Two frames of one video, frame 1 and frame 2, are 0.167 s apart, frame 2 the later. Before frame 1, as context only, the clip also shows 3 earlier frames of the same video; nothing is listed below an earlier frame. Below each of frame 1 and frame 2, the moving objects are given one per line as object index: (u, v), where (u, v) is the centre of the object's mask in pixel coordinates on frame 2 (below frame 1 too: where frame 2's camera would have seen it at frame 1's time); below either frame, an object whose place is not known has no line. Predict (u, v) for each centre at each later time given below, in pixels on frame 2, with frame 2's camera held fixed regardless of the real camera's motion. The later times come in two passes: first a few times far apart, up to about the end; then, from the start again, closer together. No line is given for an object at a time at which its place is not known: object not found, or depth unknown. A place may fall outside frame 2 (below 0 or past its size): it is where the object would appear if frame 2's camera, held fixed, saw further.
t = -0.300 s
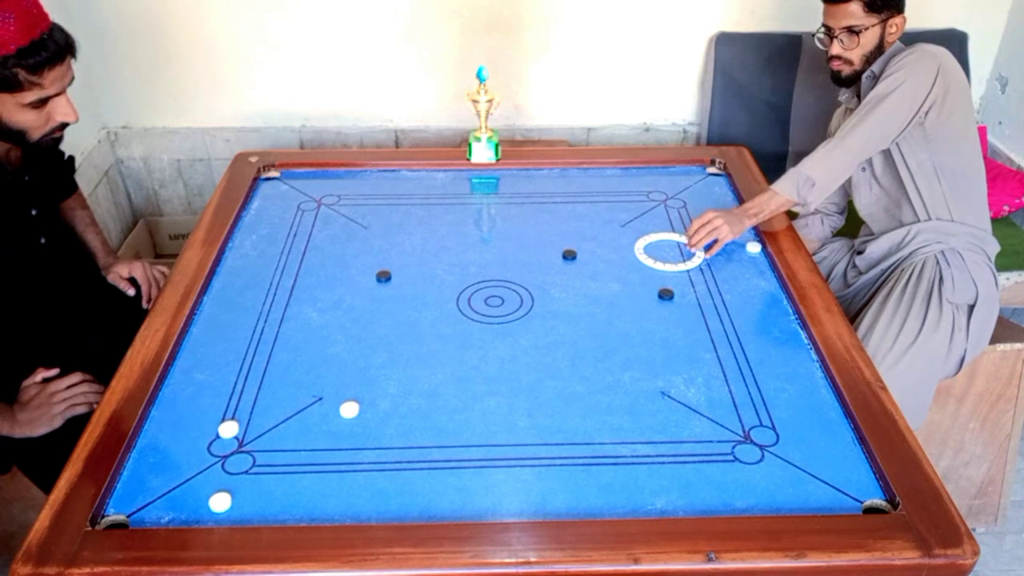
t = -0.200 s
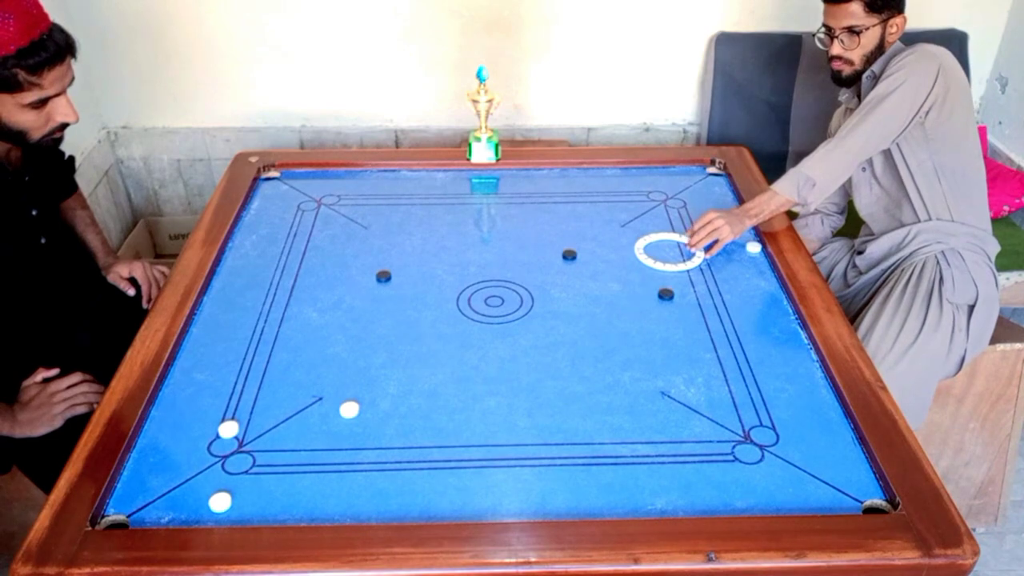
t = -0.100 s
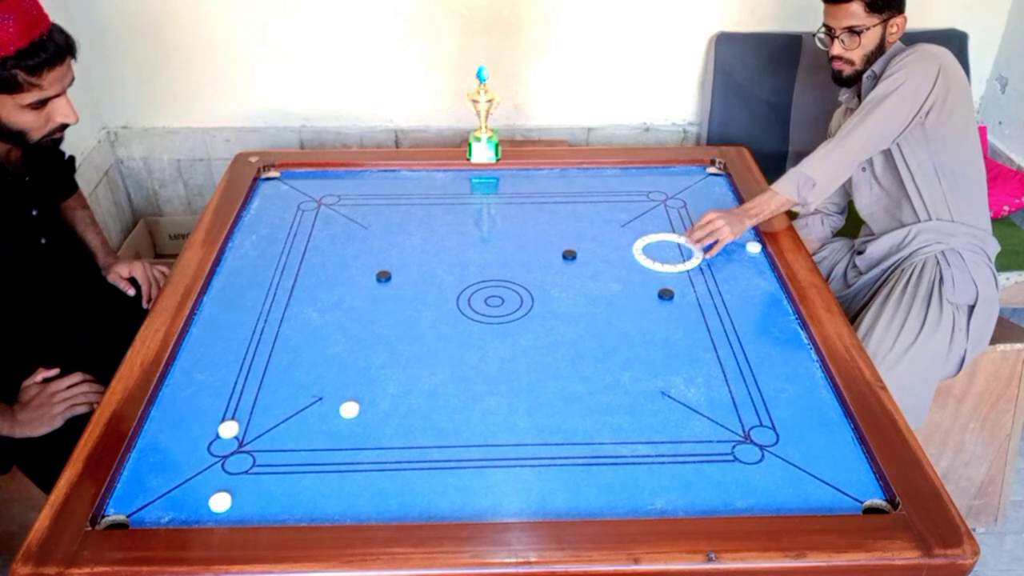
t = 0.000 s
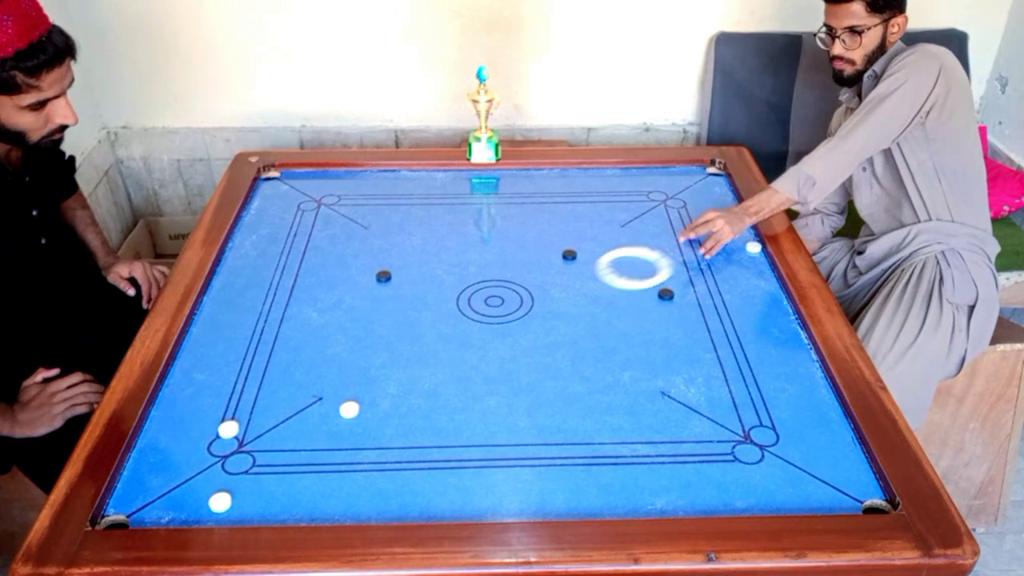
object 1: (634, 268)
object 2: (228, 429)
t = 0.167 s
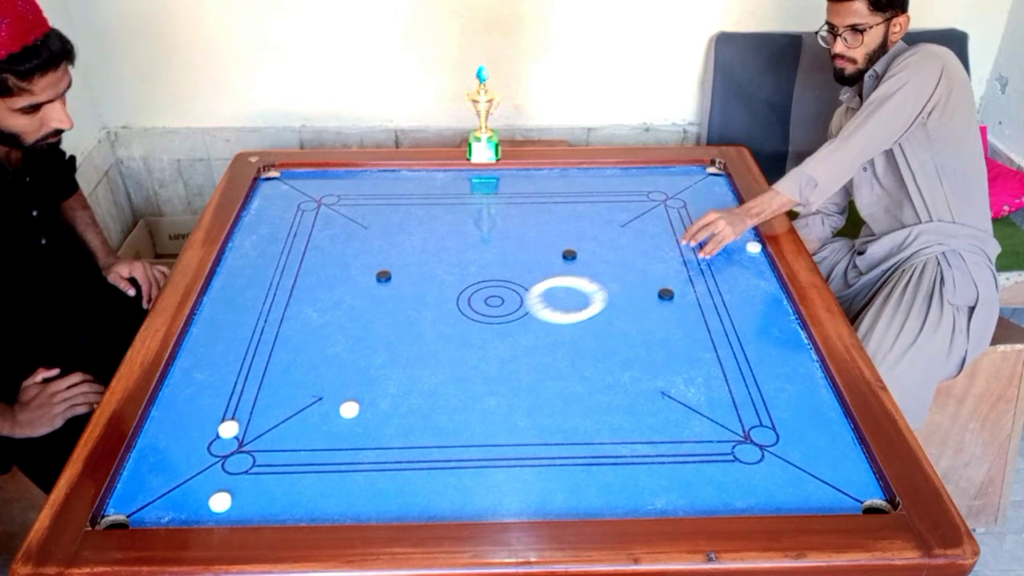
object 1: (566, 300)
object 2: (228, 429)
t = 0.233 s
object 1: (537, 313)
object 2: (228, 429)
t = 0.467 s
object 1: (427, 364)
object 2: (228, 429)
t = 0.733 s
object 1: (298, 423)
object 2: (228, 429)
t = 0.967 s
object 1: (194, 472)
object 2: (156, 441)
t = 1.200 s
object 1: (176, 493)
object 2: (195, 417)
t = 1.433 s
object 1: (175, 493)
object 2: (225, 396)
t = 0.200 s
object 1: (551, 306)
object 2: (228, 429)
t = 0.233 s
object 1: (537, 313)
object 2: (228, 429)
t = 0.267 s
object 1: (522, 320)
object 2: (228, 429)
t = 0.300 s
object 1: (507, 327)
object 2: (228, 429)
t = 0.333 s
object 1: (492, 334)
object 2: (228, 429)
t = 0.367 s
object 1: (476, 341)
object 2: (228, 429)
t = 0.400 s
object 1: (461, 349)
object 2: (228, 429)
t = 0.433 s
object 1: (444, 356)
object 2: (228, 429)
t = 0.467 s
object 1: (427, 364)
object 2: (228, 429)
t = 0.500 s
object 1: (410, 372)
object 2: (228, 429)
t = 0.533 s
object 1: (393, 380)
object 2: (228, 429)
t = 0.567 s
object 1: (377, 387)
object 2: (228, 429)
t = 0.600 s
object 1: (361, 394)
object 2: (228, 429)
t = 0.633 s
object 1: (345, 401)
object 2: (228, 429)
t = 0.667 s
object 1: (330, 408)
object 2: (228, 429)
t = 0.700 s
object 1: (314, 415)
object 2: (228, 429)
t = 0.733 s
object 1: (298, 423)
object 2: (228, 429)
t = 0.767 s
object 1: (282, 430)
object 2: (223, 429)
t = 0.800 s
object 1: (266, 438)
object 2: (208, 430)
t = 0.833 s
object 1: (252, 445)
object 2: (192, 433)
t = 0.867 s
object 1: (238, 452)
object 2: (175, 435)
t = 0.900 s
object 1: (223, 460)
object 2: (159, 437)
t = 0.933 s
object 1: (208, 467)
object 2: (147, 439)
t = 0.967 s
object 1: (194, 472)
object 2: (156, 441)
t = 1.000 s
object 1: (180, 478)
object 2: (165, 439)
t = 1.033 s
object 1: (178, 482)
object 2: (171, 436)
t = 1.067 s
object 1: (178, 485)
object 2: (177, 432)
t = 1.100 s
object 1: (177, 488)
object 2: (182, 428)
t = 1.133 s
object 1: (177, 490)
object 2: (186, 424)
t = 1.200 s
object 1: (176, 493)
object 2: (195, 417)
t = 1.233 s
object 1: (176, 494)
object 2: (200, 414)
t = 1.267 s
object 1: (175, 496)
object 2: (204, 411)
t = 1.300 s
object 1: (175, 496)
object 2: (208, 407)
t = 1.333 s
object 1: (175, 495)
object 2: (212, 404)
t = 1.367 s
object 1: (175, 495)
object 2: (216, 401)
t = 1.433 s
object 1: (175, 493)
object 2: (225, 396)
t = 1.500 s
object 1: (175, 491)
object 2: (232, 390)
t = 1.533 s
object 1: (176, 490)
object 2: (236, 388)
